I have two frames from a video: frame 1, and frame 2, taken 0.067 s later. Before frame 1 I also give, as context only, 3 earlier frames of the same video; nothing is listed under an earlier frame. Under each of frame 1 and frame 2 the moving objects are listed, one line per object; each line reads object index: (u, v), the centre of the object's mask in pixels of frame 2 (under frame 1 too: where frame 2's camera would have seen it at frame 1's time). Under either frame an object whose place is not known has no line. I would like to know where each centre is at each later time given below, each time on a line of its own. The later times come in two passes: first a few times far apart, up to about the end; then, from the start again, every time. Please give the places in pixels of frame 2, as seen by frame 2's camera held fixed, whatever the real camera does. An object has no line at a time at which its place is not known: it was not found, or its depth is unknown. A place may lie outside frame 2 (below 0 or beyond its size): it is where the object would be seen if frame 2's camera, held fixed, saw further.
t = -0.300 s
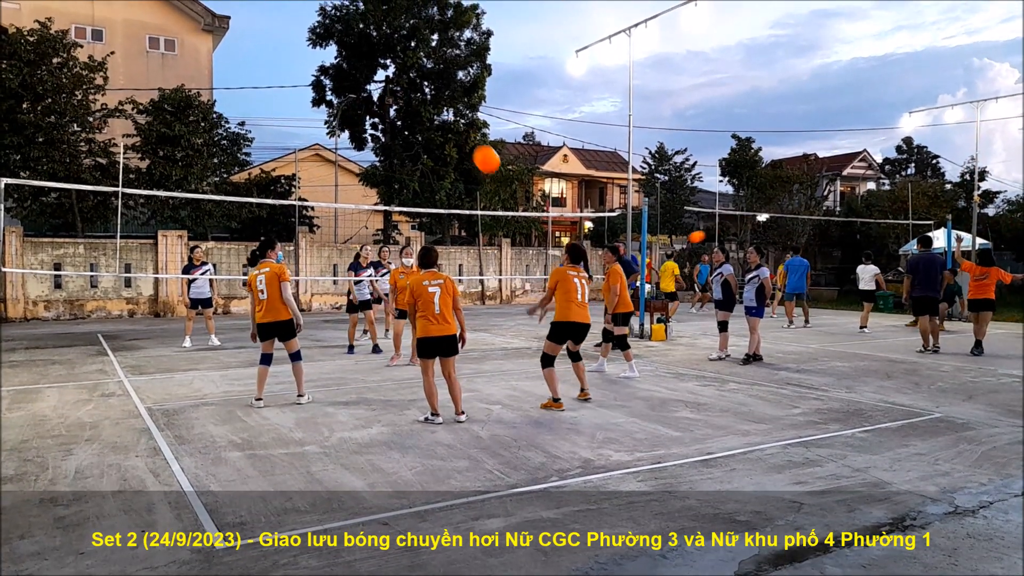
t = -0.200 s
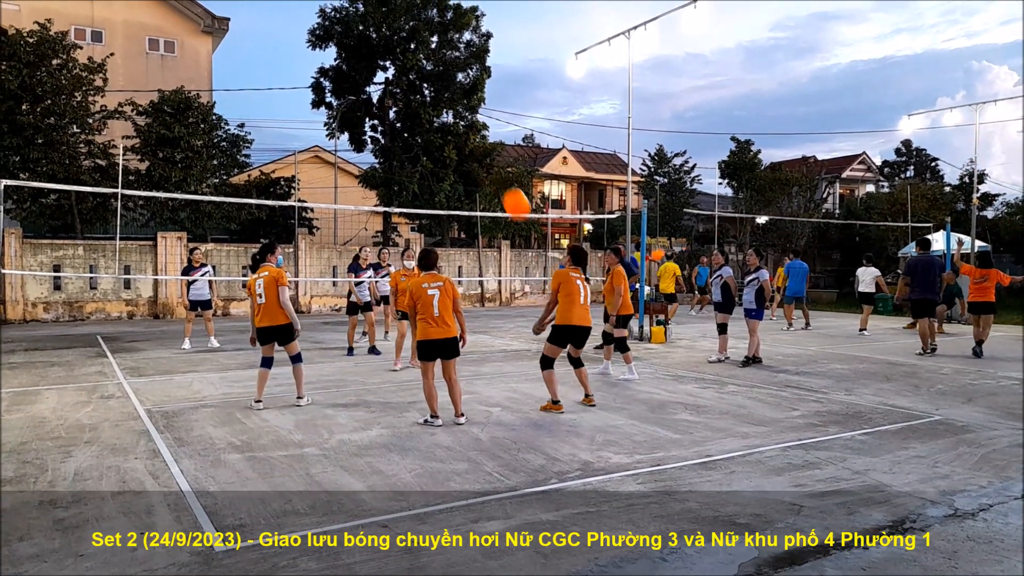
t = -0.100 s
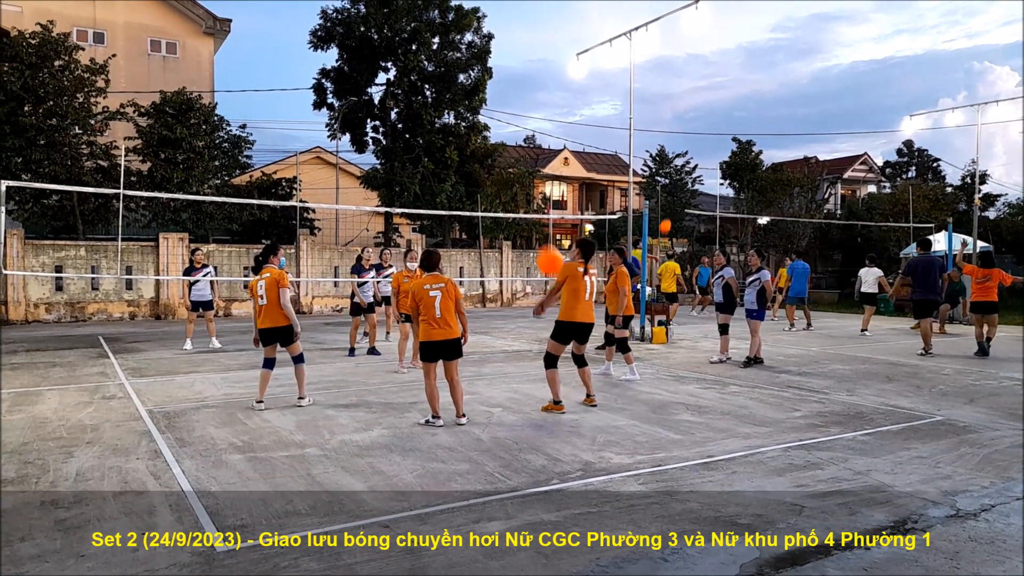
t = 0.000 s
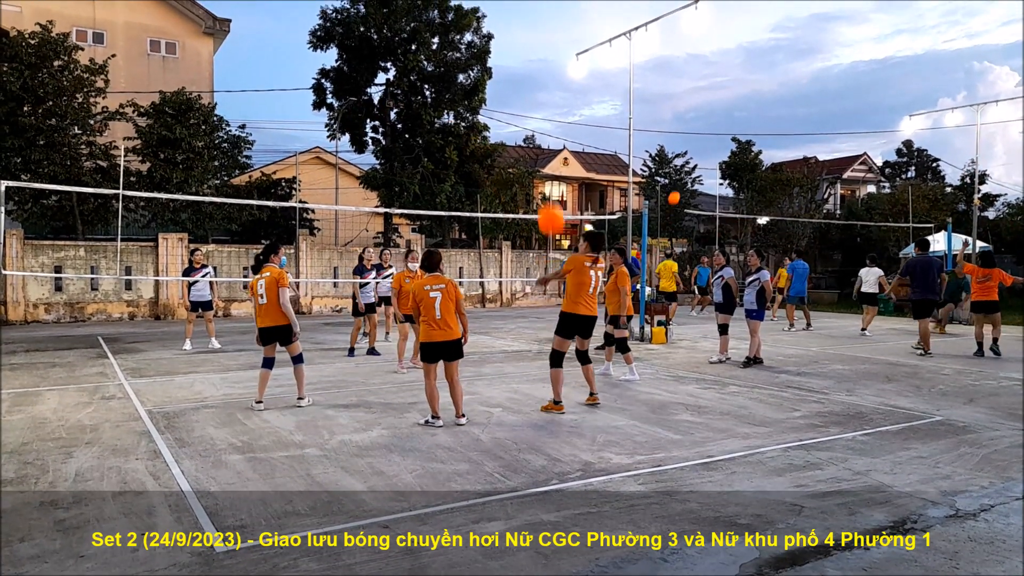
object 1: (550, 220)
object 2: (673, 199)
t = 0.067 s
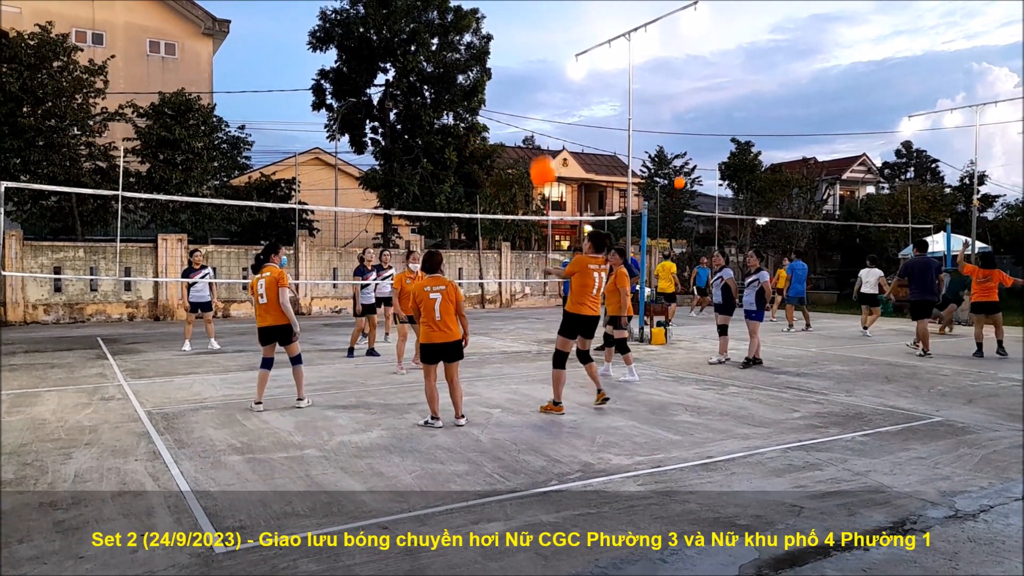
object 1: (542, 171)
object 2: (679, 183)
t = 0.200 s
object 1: (530, 96)
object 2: (692, 155)
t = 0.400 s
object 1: (513, 25)
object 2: (711, 128)
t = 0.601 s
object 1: (497, 2)
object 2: (729, 118)
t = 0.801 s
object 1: (484, 11)
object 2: (746, 123)
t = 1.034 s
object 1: (472, 68)
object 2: (765, 149)
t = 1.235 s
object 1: (463, 146)
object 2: (782, 188)
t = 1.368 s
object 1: (459, 210)
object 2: (792, 221)
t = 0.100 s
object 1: (539, 153)
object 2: (682, 175)
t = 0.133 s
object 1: (536, 133)
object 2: (686, 168)
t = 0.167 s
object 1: (533, 111)
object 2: (689, 161)
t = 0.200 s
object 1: (530, 96)
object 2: (692, 155)
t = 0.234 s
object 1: (527, 81)
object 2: (695, 149)
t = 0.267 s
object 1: (524, 68)
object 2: (698, 144)
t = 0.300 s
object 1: (521, 55)
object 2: (701, 139)
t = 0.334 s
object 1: (518, 44)
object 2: (705, 135)
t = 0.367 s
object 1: (515, 34)
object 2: (708, 131)
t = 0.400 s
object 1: (513, 25)
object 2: (711, 128)
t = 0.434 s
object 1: (510, 18)
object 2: (714, 125)
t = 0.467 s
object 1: (507, 12)
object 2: (717, 122)
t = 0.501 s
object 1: (504, 7)
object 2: (720, 121)
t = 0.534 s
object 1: (502, 4)
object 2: (723, 119)
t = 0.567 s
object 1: (500, 2)
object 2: (726, 118)
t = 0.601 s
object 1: (497, 2)
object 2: (729, 118)
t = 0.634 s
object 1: (495, 1)
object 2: (732, 117)
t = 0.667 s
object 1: (493, 1)
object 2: (734, 118)
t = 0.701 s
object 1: (490, 2)
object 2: (737, 118)
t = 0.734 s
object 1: (488, 4)
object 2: (740, 119)
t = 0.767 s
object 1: (486, 7)
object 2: (743, 121)
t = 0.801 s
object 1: (484, 11)
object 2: (746, 123)
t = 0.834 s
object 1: (482, 17)
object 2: (749, 126)
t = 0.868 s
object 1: (480, 24)
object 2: (751, 129)
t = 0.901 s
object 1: (478, 30)
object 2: (755, 132)
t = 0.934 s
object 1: (476, 39)
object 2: (757, 136)
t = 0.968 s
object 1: (475, 48)
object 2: (760, 140)
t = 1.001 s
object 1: (473, 58)
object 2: (763, 144)
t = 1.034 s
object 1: (472, 68)
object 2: (765, 149)
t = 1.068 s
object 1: (470, 79)
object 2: (768, 155)
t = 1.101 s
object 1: (468, 92)
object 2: (771, 161)
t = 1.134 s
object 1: (467, 104)
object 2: (774, 168)
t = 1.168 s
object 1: (466, 117)
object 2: (776, 174)
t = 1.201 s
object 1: (465, 132)
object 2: (779, 180)
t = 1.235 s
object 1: (463, 146)
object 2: (782, 188)
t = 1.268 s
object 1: (462, 161)
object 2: (784, 195)
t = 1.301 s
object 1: (461, 177)
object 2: (787, 204)
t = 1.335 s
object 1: (460, 193)
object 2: (789, 212)
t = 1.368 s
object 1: (459, 210)
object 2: (792, 221)
